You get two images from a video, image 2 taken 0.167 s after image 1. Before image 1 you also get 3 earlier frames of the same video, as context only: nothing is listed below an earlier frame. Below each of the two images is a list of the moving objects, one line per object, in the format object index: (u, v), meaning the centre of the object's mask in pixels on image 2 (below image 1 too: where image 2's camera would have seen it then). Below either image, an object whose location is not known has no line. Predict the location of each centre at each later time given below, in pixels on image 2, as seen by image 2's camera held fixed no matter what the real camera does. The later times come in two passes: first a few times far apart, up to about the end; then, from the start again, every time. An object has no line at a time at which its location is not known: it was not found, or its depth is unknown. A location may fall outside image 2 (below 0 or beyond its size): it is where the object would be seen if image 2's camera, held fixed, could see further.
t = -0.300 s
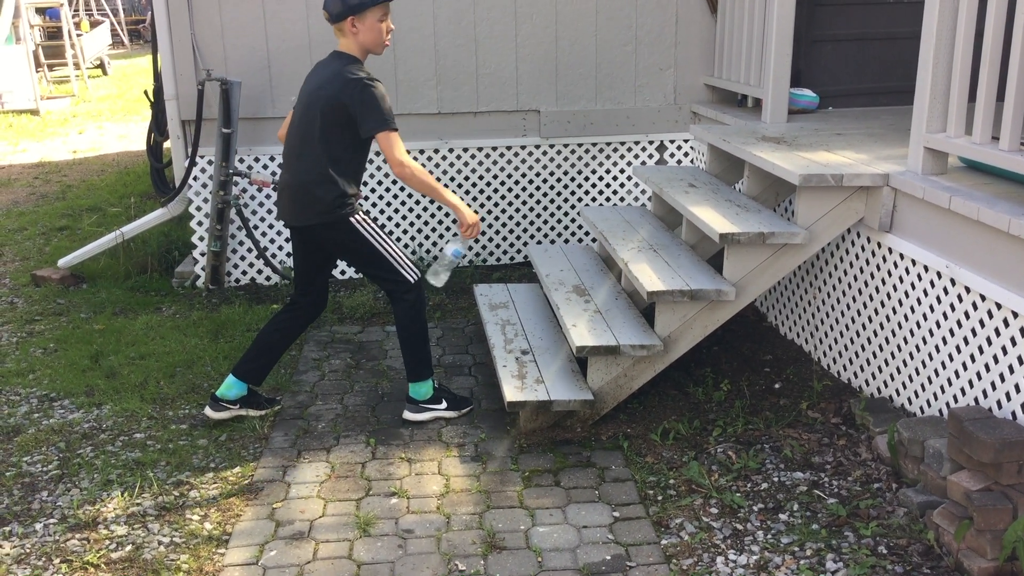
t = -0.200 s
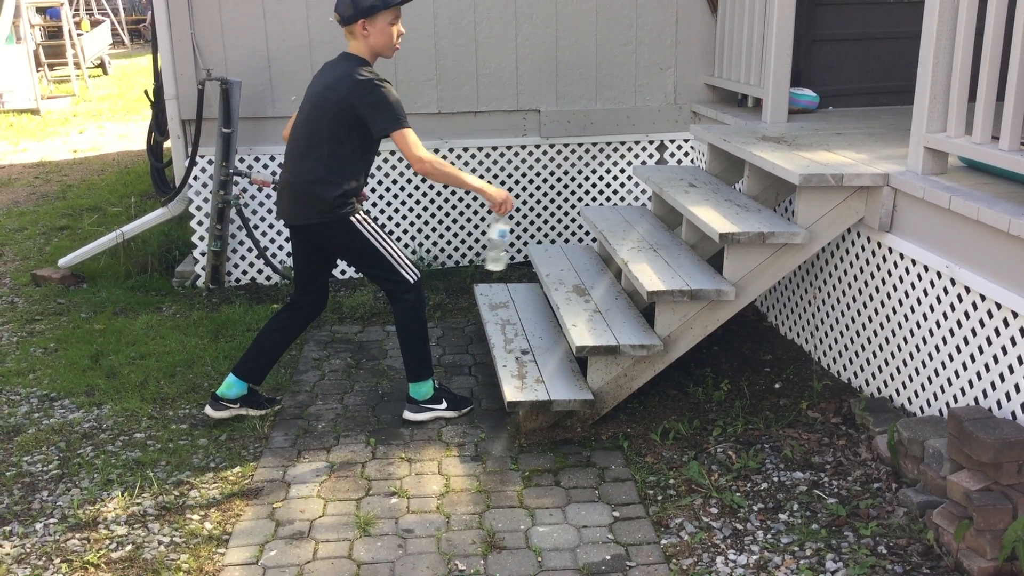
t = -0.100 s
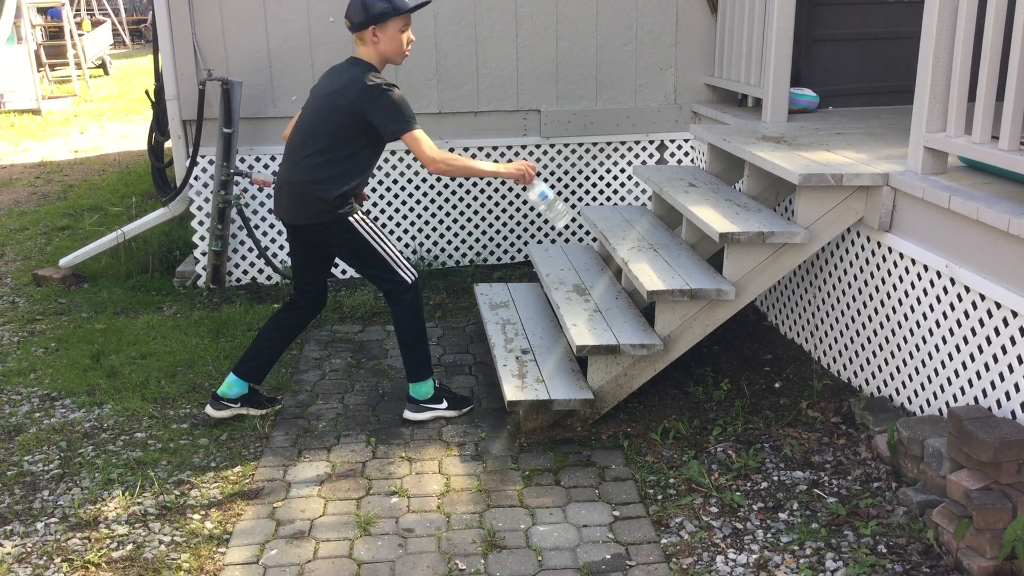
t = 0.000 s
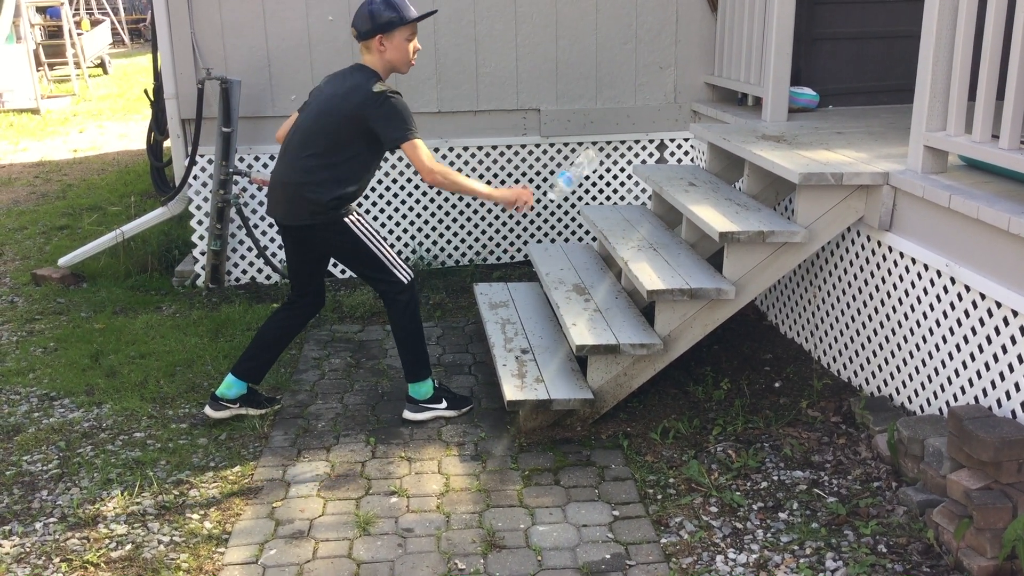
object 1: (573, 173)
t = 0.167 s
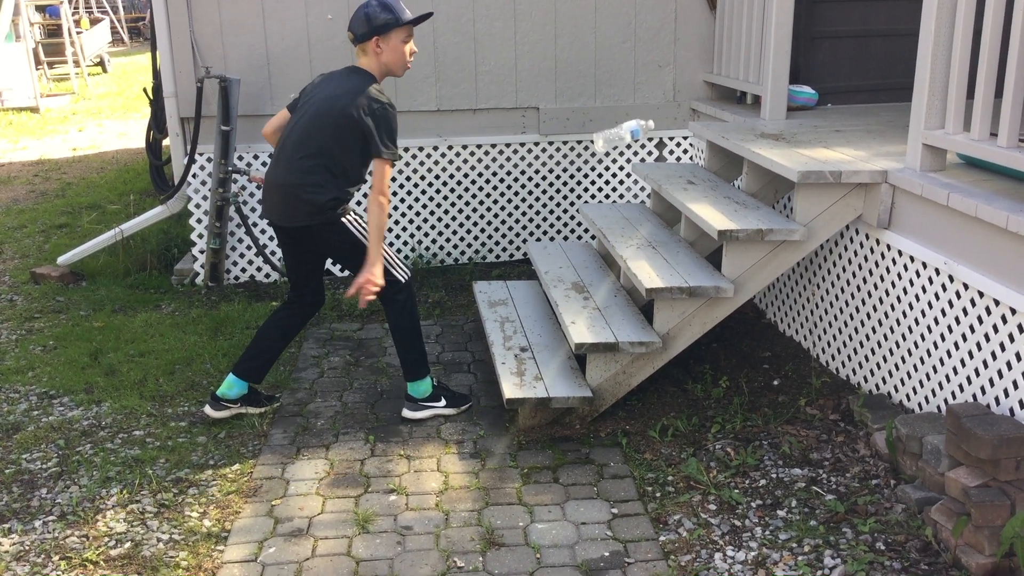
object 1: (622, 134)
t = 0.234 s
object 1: (630, 145)
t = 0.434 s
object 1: (654, 230)
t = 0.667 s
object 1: (653, 231)
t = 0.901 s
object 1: (653, 232)
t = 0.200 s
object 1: (626, 137)
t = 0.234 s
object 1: (630, 145)
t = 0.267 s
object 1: (635, 155)
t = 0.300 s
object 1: (639, 170)
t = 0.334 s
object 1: (643, 187)
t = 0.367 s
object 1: (648, 207)
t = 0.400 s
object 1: (652, 231)
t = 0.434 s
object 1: (654, 230)
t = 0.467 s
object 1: (654, 231)
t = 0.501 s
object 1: (654, 231)
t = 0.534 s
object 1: (654, 231)
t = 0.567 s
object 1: (653, 232)
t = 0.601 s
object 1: (652, 232)
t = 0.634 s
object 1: (653, 232)
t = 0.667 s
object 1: (653, 231)
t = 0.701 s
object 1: (654, 232)
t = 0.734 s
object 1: (653, 232)
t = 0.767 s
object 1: (653, 232)
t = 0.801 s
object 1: (653, 232)
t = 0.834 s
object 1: (653, 232)
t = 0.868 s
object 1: (653, 231)
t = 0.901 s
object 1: (653, 232)
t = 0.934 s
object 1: (653, 232)
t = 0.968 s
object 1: (653, 232)
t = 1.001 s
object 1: (653, 232)
